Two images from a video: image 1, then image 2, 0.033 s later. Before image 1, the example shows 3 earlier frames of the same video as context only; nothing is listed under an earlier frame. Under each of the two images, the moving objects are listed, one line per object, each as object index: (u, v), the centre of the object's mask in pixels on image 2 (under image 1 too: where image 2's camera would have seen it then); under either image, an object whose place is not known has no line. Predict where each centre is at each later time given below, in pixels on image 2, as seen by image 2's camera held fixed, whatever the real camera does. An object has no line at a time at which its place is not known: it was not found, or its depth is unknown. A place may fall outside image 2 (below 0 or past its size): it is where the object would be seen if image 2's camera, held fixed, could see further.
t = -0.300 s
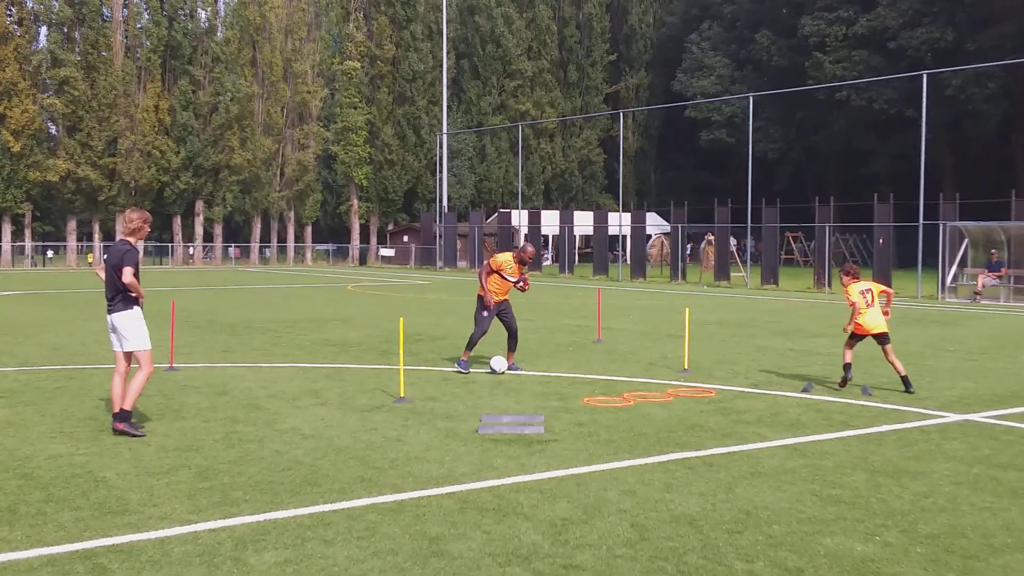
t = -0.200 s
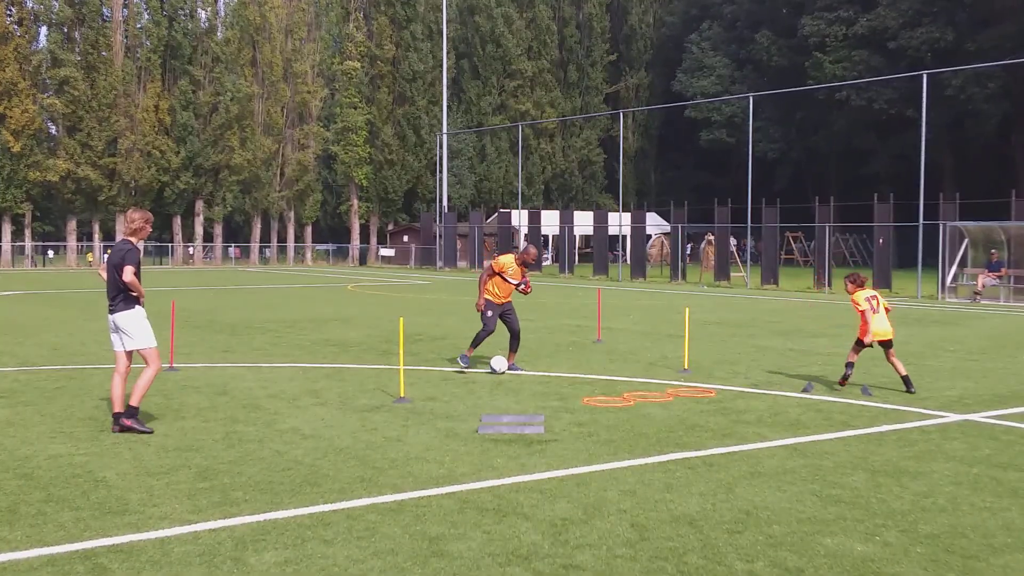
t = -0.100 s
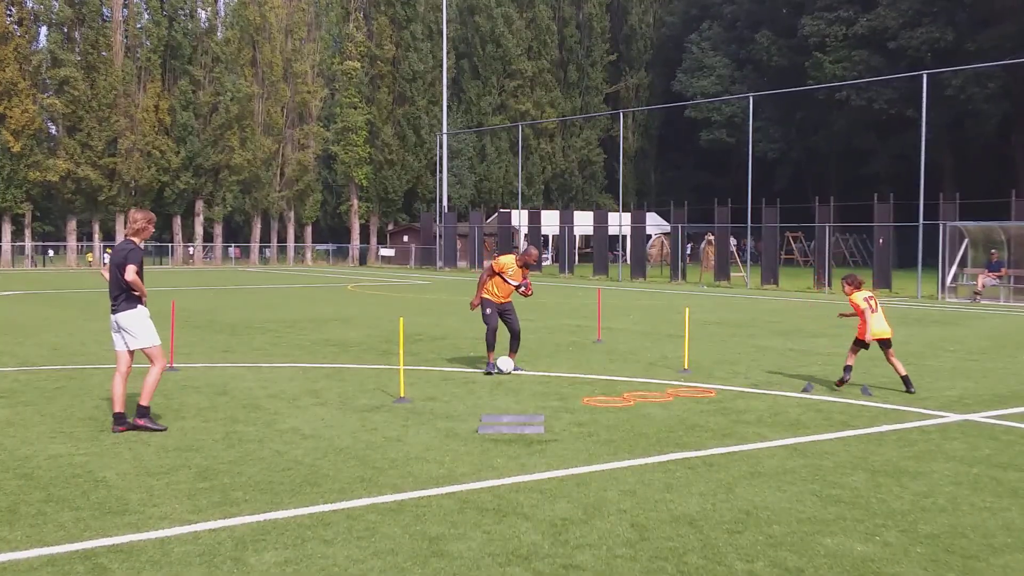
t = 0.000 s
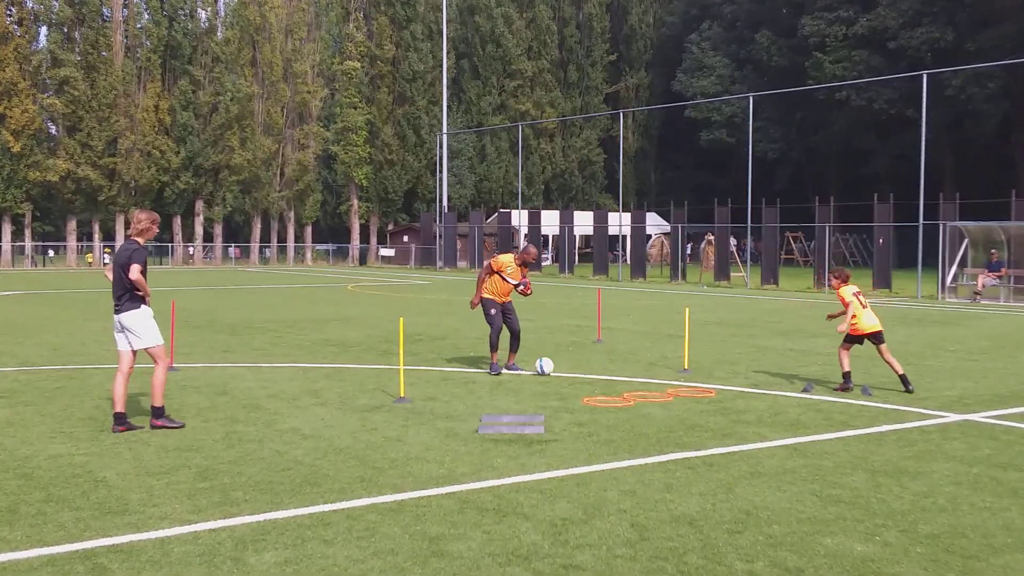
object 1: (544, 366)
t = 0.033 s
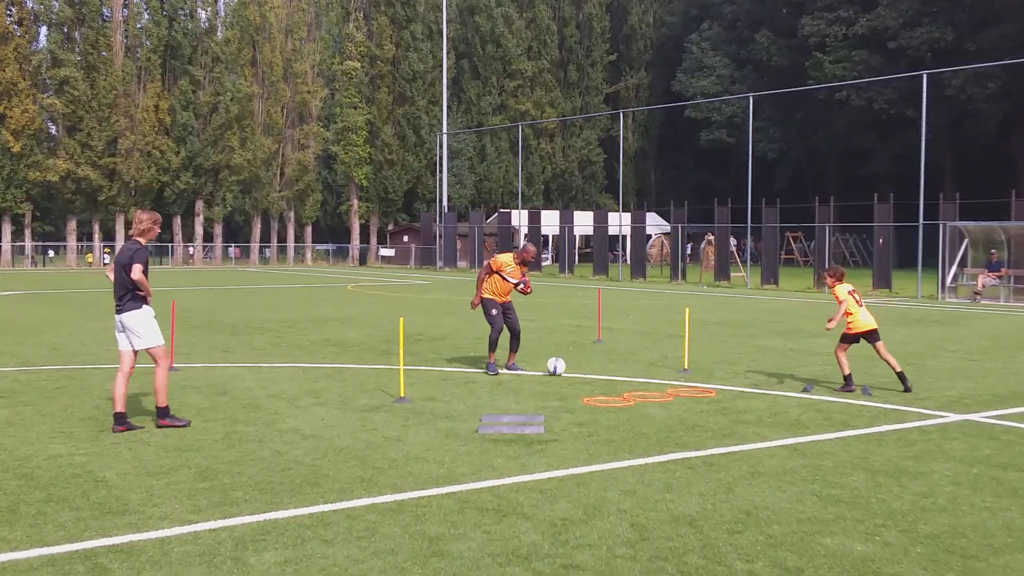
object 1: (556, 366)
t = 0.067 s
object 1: (567, 367)
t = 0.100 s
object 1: (579, 367)
